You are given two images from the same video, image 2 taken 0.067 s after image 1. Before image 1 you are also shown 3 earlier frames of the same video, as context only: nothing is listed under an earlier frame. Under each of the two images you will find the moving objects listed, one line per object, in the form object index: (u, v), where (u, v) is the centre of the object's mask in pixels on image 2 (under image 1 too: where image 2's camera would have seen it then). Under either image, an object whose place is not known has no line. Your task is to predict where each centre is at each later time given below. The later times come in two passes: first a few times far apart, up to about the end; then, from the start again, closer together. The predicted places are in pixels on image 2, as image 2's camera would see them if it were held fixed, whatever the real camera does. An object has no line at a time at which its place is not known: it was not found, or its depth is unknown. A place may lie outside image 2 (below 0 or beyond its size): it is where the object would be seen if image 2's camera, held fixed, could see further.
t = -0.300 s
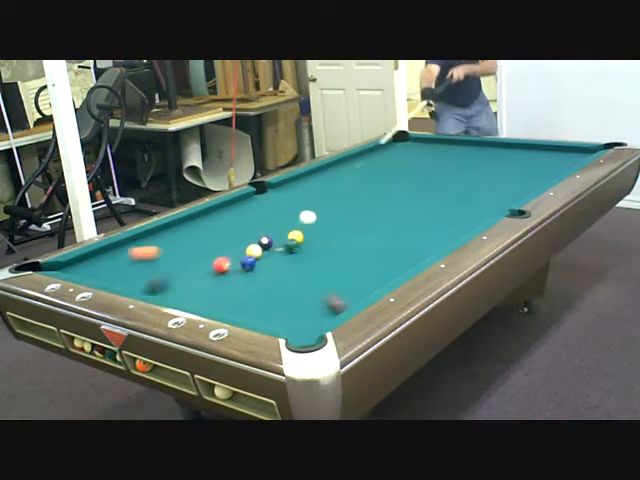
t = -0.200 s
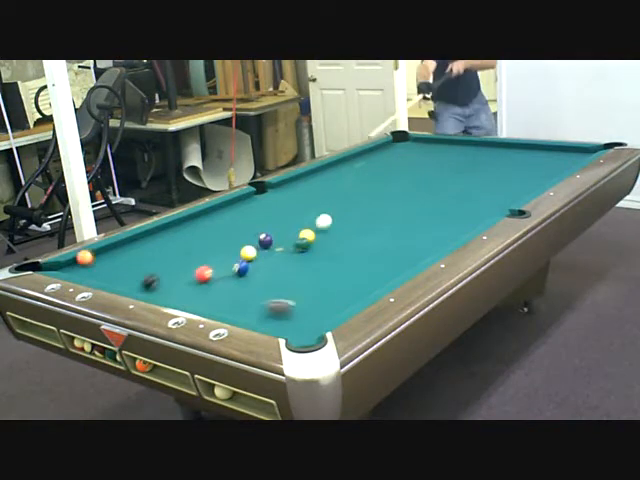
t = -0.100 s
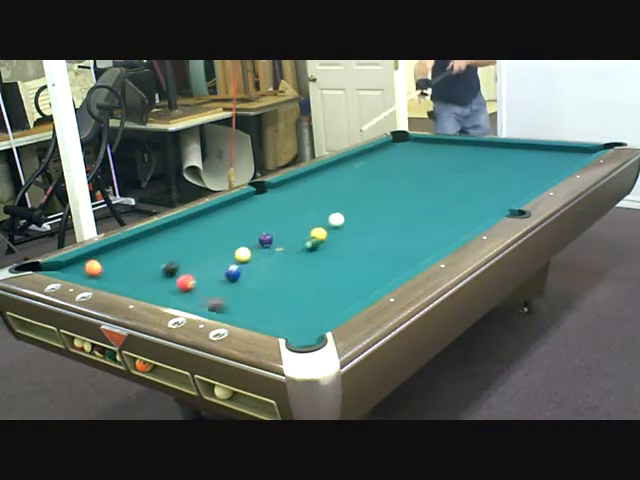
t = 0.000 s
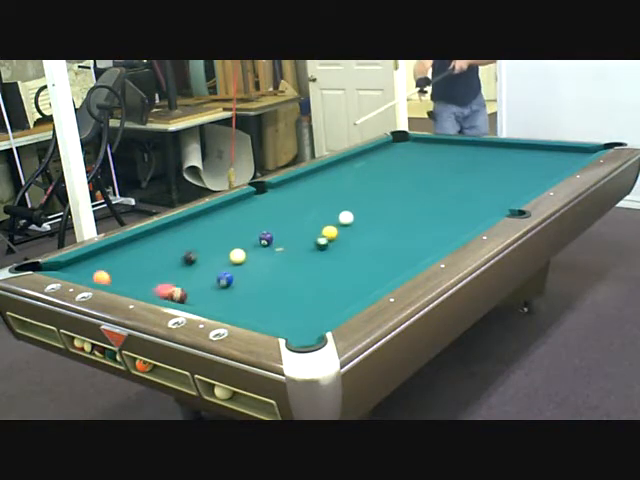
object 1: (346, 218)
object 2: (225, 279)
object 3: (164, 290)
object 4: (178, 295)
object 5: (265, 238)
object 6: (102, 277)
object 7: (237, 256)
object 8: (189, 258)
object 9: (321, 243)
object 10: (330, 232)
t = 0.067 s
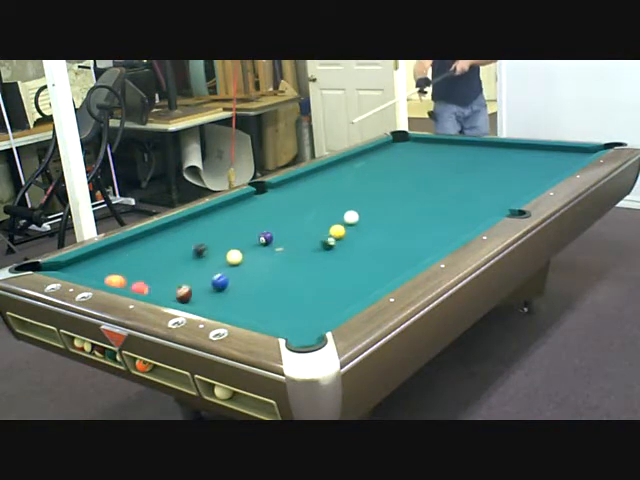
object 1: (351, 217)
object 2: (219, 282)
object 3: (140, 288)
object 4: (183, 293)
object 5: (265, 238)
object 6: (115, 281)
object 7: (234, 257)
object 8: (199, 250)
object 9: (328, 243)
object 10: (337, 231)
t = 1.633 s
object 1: (399, 225)
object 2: (300, 301)
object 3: (265, 280)
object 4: (280, 255)
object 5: (265, 228)
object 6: (184, 227)
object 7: (178, 238)
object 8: (374, 152)
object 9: (448, 231)
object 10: (474, 208)
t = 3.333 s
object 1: (410, 226)
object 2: (332, 297)
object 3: (309, 273)
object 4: (325, 247)
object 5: (264, 228)
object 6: (244, 220)
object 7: (182, 229)
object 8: (391, 163)
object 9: (463, 223)
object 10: (509, 194)
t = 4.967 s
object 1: (410, 226)
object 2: (327, 296)
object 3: (310, 274)
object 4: (325, 247)
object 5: (264, 229)
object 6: (257, 217)
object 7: (188, 229)
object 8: (360, 190)
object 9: (462, 223)
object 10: (507, 193)
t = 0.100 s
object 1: (353, 217)
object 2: (216, 284)
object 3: (139, 285)
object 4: (185, 292)
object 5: (266, 238)
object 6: (123, 281)
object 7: (232, 258)
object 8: (207, 247)
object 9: (331, 242)
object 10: (340, 231)
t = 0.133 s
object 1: (354, 217)
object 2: (214, 287)
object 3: (144, 285)
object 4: (186, 291)
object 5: (265, 237)
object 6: (126, 280)
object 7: (231, 258)
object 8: (211, 244)
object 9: (334, 242)
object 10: (344, 230)
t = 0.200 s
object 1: (357, 217)
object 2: (209, 290)
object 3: (159, 286)
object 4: (187, 287)
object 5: (265, 236)
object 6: (125, 275)
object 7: (227, 259)
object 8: (221, 236)
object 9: (340, 241)
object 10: (351, 229)
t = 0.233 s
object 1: (358, 217)
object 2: (206, 291)
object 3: (166, 287)
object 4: (188, 285)
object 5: (265, 236)
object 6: (125, 273)
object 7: (226, 259)
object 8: (227, 233)
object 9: (343, 241)
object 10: (355, 229)
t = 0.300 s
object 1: (360, 217)
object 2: (201, 296)
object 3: (175, 287)
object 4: (192, 281)
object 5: (265, 235)
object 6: (127, 269)
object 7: (223, 260)
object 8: (237, 228)
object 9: (349, 240)
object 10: (362, 228)
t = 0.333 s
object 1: (361, 217)
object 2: (198, 297)
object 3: (177, 288)
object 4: (196, 279)
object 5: (266, 235)
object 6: (128, 267)
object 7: (221, 260)
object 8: (241, 224)
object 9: (352, 240)
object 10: (365, 228)
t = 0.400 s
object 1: (363, 218)
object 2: (193, 300)
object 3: (183, 289)
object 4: (201, 275)
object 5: (265, 234)
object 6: (131, 263)
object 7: (218, 261)
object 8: (250, 219)
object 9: (358, 239)
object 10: (372, 226)
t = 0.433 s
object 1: (365, 219)
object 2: (190, 300)
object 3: (187, 289)
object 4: (204, 273)
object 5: (266, 234)
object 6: (132, 261)
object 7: (217, 261)
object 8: (255, 217)
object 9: (361, 238)
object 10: (375, 225)
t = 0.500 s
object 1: (368, 219)
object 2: (194, 300)
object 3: (193, 289)
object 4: (209, 270)
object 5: (265, 234)
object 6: (134, 258)
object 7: (215, 261)
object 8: (263, 211)
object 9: (366, 238)
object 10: (382, 224)
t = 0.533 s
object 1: (369, 220)
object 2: (197, 300)
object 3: (195, 289)
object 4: (213, 268)
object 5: (266, 234)
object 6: (135, 256)
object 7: (212, 259)
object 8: (267, 208)
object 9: (369, 238)
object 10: (385, 224)
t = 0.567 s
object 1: (370, 220)
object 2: (200, 300)
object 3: (198, 289)
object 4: (215, 268)
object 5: (266, 233)
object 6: (136, 254)
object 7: (210, 259)
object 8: (271, 206)
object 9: (372, 237)
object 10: (388, 223)
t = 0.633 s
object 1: (373, 221)
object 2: (206, 300)
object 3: (203, 289)
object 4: (220, 267)
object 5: (265, 233)
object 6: (138, 251)
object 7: (208, 258)
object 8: (278, 201)
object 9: (378, 238)
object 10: (394, 222)
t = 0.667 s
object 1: (374, 221)
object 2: (210, 300)
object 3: (206, 288)
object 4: (222, 266)
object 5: (266, 232)
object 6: (139, 249)
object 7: (207, 258)
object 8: (283, 199)
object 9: (380, 237)
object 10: (397, 221)
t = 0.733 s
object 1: (376, 221)
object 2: (217, 300)
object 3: (210, 288)
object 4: (228, 266)
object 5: (265, 232)
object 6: (141, 246)
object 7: (205, 257)
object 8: (290, 195)
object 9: (385, 237)
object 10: (403, 220)
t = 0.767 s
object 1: (377, 221)
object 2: (220, 300)
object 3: (213, 288)
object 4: (230, 265)
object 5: (265, 232)
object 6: (141, 245)
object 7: (204, 256)
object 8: (293, 193)
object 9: (388, 236)
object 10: (406, 220)
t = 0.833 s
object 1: (379, 222)
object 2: (227, 300)
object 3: (218, 288)
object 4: (234, 264)
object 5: (265, 231)
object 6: (143, 242)
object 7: (201, 254)
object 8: (301, 188)
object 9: (393, 237)
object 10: (412, 219)
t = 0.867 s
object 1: (380, 222)
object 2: (230, 300)
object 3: (220, 287)
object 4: (236, 264)
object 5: (265, 231)
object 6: (144, 240)
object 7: (200, 253)
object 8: (304, 186)
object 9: (396, 237)
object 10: (415, 218)
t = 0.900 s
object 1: (381, 222)
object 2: (234, 300)
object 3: (223, 287)
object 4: (238, 263)
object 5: (265, 231)
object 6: (145, 239)
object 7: (199, 253)
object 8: (306, 184)
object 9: (398, 236)
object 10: (418, 218)
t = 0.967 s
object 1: (383, 222)
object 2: (240, 300)
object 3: (227, 287)
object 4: (243, 262)
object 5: (265, 230)
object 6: (146, 236)
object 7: (197, 251)
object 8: (313, 180)
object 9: (403, 236)
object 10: (423, 217)
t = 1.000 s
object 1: (384, 223)
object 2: (243, 300)
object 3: (230, 286)
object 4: (245, 262)
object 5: (265, 230)
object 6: (147, 234)
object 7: (196, 250)
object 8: (316, 178)
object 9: (406, 235)
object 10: (426, 216)
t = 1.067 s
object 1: (386, 223)
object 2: (250, 300)
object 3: (234, 286)
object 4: (249, 261)
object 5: (265, 230)
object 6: (150, 233)
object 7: (194, 249)
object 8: (321, 174)
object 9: (411, 235)
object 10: (432, 215)
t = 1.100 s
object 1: (387, 223)
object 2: (253, 300)
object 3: (236, 285)
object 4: (251, 261)
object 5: (265, 230)
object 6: (152, 232)
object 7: (193, 248)
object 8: (324, 173)
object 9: (414, 234)
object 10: (434, 215)
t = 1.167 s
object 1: (389, 223)
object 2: (259, 300)
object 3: (240, 285)
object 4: (256, 260)
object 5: (265, 230)
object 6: (156, 231)
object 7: (191, 247)
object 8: (330, 169)
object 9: (418, 234)
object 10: (440, 214)
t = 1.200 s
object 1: (390, 223)
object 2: (262, 300)
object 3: (242, 284)
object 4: (258, 260)
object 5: (265, 230)
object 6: (158, 231)
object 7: (190, 246)
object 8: (332, 167)
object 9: (420, 234)
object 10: (442, 214)
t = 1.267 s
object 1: (391, 224)
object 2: (268, 300)
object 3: (246, 283)
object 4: (261, 259)
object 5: (265, 230)
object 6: (162, 231)
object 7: (188, 245)
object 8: (338, 164)
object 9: (425, 233)
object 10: (448, 213)
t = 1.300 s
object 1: (392, 224)
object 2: (272, 300)
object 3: (248, 283)
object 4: (263, 259)
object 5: (265, 229)
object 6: (164, 230)
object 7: (187, 245)
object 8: (341, 163)
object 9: (427, 233)
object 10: (450, 212)
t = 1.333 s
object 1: (393, 224)
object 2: (274, 301)
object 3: (250, 283)
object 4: (265, 258)
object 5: (265, 229)
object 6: (166, 230)
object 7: (186, 244)
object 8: (343, 162)
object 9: (429, 233)
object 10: (453, 212)
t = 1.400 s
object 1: (395, 224)
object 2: (280, 300)
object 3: (253, 282)
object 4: (268, 258)
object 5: (265, 229)
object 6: (170, 229)
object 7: (184, 242)
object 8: (348, 159)
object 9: (434, 232)
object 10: (458, 211)
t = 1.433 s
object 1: (395, 224)
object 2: (283, 301)
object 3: (255, 282)
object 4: (271, 257)
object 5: (265, 229)
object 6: (172, 229)
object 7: (183, 242)
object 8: (351, 158)
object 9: (435, 232)
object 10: (460, 211)
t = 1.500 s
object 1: (397, 224)
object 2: (289, 301)
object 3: (259, 281)
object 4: (273, 257)
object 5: (265, 228)
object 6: (175, 228)
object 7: (181, 240)
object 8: (359, 156)
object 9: (440, 232)
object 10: (465, 210)
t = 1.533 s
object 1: (397, 224)
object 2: (292, 301)
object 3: (260, 281)
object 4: (276, 256)
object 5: (265, 228)
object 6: (177, 228)
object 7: (180, 240)
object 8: (362, 155)
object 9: (442, 232)
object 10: (467, 209)
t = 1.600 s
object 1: (399, 225)
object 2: (298, 301)
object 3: (264, 280)
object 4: (279, 255)
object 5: (265, 229)
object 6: (182, 227)
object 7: (179, 239)
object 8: (370, 153)
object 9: (446, 231)
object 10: (472, 209)
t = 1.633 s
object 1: (399, 225)
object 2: (300, 301)
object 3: (265, 280)
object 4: (280, 255)
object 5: (265, 228)
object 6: (184, 227)
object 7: (178, 238)
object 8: (374, 152)
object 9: (448, 231)
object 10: (474, 208)
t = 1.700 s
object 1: (401, 225)
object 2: (306, 300)
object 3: (269, 280)
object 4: (283, 254)
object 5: (264, 228)
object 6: (187, 227)
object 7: (175, 237)
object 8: (380, 149)
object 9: (452, 230)
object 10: (479, 208)
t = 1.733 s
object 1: (401, 225)
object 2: (309, 300)
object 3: (270, 279)
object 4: (284, 254)
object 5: (264, 228)
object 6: (189, 227)
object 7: (175, 237)
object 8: (384, 148)
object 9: (453, 231)
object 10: (481, 207)
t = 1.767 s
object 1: (401, 225)
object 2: (311, 301)
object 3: (272, 279)
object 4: (286, 254)
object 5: (264, 228)
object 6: (190, 227)
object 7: (174, 236)
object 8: (387, 147)
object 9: (456, 230)
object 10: (483, 207)
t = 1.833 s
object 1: (403, 225)
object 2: (317, 301)
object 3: (274, 278)
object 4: (289, 254)
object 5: (264, 228)
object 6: (194, 226)
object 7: (173, 235)
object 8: (394, 145)
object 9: (459, 230)
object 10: (487, 206)
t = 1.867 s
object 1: (403, 225)
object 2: (319, 301)
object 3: (276, 278)
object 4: (290, 254)
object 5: (264, 228)
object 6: (195, 226)
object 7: (172, 235)
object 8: (397, 144)
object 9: (461, 230)
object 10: (489, 205)
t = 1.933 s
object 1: (404, 226)
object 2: (325, 301)
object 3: (278, 278)
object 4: (293, 253)
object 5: (264, 229)
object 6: (198, 226)
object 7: (170, 234)
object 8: (403, 141)
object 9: (464, 229)
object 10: (494, 205)
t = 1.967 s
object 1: (404, 226)
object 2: (327, 302)
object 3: (280, 277)
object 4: (294, 253)
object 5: (264, 229)
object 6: (200, 226)
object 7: (169, 233)
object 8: (407, 140)
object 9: (466, 228)
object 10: (496, 204)
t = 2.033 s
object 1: (405, 226)
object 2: (332, 302)
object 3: (282, 277)
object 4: (297, 253)
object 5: (264, 228)
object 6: (203, 225)
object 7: (168, 233)
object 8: (414, 140)
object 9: (469, 227)
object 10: (500, 204)
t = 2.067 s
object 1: (406, 226)
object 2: (335, 302)
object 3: (283, 277)
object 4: (298, 252)
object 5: (264, 229)
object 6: (204, 225)
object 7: (167, 232)
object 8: (414, 139)
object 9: (470, 226)
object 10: (501, 203)
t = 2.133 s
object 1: (407, 226)
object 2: (340, 302)
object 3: (286, 277)
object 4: (301, 252)
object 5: (264, 228)
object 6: (207, 224)
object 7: (166, 231)
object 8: (414, 140)
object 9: (471, 226)
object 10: (505, 203)
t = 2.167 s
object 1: (407, 226)
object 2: (342, 302)
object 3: (287, 276)
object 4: (302, 251)
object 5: (264, 228)
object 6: (209, 224)
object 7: (165, 231)
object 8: (412, 141)
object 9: (471, 226)
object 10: (507, 202)
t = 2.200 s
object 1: (408, 226)
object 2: (344, 301)
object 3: (288, 276)
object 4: (303, 251)
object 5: (264, 228)
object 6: (210, 224)
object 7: (164, 230)
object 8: (412, 142)
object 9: (471, 226)
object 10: (509, 202)
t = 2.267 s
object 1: (408, 226)
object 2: (348, 301)
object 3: (290, 276)
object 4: (304, 251)
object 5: (264, 228)
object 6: (213, 224)
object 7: (163, 229)
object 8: (411, 142)
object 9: (470, 227)
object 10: (512, 200)
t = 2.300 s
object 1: (408, 226)
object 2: (350, 300)
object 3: (292, 276)
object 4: (306, 251)
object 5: (264, 228)
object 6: (214, 224)
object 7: (162, 229)
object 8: (410, 143)
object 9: (470, 226)
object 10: (513, 200)
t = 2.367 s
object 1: (409, 226)
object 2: (352, 299)
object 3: (293, 275)
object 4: (308, 250)
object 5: (264, 228)
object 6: (217, 223)
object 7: (161, 228)
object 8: (409, 145)
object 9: (469, 226)
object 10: (513, 199)
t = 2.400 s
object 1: (409, 226)
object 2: (352, 299)
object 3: (295, 275)
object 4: (309, 250)
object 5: (264, 229)
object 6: (218, 223)
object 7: (160, 228)
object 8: (409, 146)
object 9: (469, 226)
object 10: (513, 199)
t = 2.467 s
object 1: (410, 226)
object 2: (351, 299)
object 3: (296, 275)
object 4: (311, 250)
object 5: (264, 228)
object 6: (220, 223)
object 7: (162, 228)
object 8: (407, 147)
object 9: (468, 225)
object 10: (513, 199)
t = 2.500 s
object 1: (410, 226)
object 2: (350, 299)
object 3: (297, 275)
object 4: (312, 249)
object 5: (264, 228)
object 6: (222, 223)
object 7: (163, 228)
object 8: (407, 147)
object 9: (468, 225)
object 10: (512, 199)
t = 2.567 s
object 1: (410, 226)
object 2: (349, 299)
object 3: (299, 275)
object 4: (313, 250)
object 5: (264, 228)
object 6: (224, 223)
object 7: (165, 228)
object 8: (406, 148)
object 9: (467, 224)
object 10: (512, 199)
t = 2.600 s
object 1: (410, 226)
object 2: (348, 299)
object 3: (300, 275)
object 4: (314, 249)
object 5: (264, 228)
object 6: (225, 222)
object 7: (166, 228)
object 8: (405, 149)
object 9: (467, 225)
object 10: (512, 198)
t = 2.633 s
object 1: (410, 226)
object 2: (348, 299)
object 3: (301, 274)
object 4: (314, 249)
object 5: (264, 228)
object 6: (226, 222)
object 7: (167, 228)
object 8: (405, 149)
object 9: (466, 224)
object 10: (512, 198)
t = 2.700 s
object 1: (411, 226)
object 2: (347, 298)
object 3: (302, 274)
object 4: (316, 249)
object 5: (264, 229)
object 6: (228, 222)
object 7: (169, 228)
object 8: (403, 151)
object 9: (466, 224)
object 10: (511, 198)
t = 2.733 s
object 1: (410, 226)
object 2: (346, 297)
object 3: (302, 274)
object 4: (317, 249)
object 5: (264, 228)
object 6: (229, 222)
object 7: (170, 228)
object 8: (403, 152)
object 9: (466, 224)
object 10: (511, 198)
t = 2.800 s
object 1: (411, 226)
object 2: (345, 297)
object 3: (304, 274)
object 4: (318, 249)
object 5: (264, 228)
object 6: (231, 222)
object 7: (171, 228)
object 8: (401, 153)
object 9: (465, 224)
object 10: (511, 197)
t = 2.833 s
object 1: (410, 226)
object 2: (344, 297)
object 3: (304, 274)
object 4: (318, 248)
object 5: (264, 228)
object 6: (232, 222)
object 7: (172, 228)
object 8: (401, 153)
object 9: (465, 224)
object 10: (511, 197)
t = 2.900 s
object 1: (411, 226)
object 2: (342, 297)
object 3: (305, 274)
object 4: (320, 248)
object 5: (264, 228)
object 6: (234, 221)
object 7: (174, 228)
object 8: (400, 154)
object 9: (465, 223)
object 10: (511, 197)
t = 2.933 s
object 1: (411, 226)
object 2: (341, 297)
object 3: (306, 274)
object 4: (320, 248)
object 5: (264, 228)
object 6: (235, 221)
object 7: (175, 228)
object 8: (399, 155)
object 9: (464, 223)
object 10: (510, 197)
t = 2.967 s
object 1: (410, 226)
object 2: (340, 297)
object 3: (306, 274)
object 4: (321, 248)
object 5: (264, 228)
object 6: (236, 221)
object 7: (175, 228)
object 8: (398, 156)
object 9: (464, 223)
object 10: (510, 197)
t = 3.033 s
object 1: (410, 226)
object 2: (338, 297)
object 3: (307, 274)
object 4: (322, 248)
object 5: (264, 228)
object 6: (237, 221)
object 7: (177, 228)
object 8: (397, 157)
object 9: (464, 223)
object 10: (510, 196)
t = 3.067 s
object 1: (410, 226)
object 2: (337, 297)
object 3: (307, 274)
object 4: (322, 248)
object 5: (264, 228)
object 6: (238, 221)
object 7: (177, 228)
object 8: (396, 158)
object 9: (464, 223)
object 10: (510, 196)
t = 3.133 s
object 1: (411, 226)
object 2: (336, 297)
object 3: (308, 273)
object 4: (323, 248)
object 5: (264, 228)
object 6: (240, 221)
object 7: (179, 228)
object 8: (395, 159)
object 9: (464, 223)
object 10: (510, 195)
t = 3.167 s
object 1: (410, 226)
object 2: (335, 297)
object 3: (308, 274)
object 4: (323, 248)
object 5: (264, 228)
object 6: (240, 220)
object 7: (179, 228)
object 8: (394, 160)
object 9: (463, 223)
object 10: (510, 195)
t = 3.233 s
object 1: (410, 226)
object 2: (334, 297)
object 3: (309, 273)
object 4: (324, 248)
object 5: (264, 228)
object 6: (242, 220)
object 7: (180, 228)
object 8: (393, 160)
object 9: (463, 223)
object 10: (509, 195)
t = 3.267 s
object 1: (410, 226)
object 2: (333, 297)
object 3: (309, 273)
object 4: (324, 248)
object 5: (264, 228)
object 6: (243, 220)
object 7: (181, 229)
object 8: (392, 161)
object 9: (463, 223)
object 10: (509, 195)
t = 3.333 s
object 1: (410, 226)
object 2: (332, 297)
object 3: (309, 273)
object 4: (325, 247)
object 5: (264, 228)
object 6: (244, 220)
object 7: (182, 229)
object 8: (391, 163)
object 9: (463, 223)
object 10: (509, 194)
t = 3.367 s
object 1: (410, 226)
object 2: (331, 296)
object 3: (309, 273)
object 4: (325, 247)
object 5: (264, 228)
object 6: (244, 220)
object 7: (182, 228)
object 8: (390, 163)
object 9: (463, 223)
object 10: (509, 194)
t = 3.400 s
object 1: (410, 226)
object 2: (331, 296)
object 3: (309, 273)
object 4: (325, 247)
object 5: (264, 228)
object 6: (245, 220)
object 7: (183, 228)
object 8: (390, 163)
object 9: (463, 223)
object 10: (509, 194)
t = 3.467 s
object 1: (410, 226)
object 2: (330, 297)
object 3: (310, 273)
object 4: (326, 247)
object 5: (264, 228)
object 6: (246, 220)
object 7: (184, 229)
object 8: (389, 165)
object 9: (463, 223)
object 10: (508, 194)
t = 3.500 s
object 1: (410, 226)
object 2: (329, 296)
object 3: (310, 273)
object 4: (326, 247)
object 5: (264, 228)
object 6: (246, 220)
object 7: (184, 229)
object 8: (388, 166)
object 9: (462, 223)
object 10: (508, 193)
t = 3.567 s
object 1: (410, 226)
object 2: (329, 296)
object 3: (310, 273)
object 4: (326, 247)
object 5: (264, 228)
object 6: (247, 220)
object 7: (185, 229)
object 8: (386, 167)
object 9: (462, 223)
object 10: (508, 193)
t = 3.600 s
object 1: (410, 226)
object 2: (328, 296)
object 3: (310, 273)
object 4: (325, 247)
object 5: (264, 228)
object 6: (247, 220)
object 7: (185, 229)
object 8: (386, 168)
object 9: (462, 222)
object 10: (508, 193)
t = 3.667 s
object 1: (410, 226)
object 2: (328, 296)
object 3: (310, 273)
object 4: (326, 248)
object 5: (264, 228)
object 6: (248, 219)
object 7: (186, 229)
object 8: (384, 168)
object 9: (462, 223)
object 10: (508, 193)
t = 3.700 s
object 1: (410, 226)
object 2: (328, 296)
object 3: (310, 273)
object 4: (326, 247)
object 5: (264, 228)
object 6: (249, 219)
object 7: (186, 229)
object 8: (384, 169)
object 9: (462, 223)
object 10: (508, 193)
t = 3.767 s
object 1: (410, 226)
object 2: (327, 296)
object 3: (310, 273)
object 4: (326, 247)
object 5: (264, 228)
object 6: (249, 219)
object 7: (186, 229)
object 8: (383, 170)
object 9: (462, 223)
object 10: (508, 193)
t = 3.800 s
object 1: (410, 226)
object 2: (327, 296)
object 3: (310, 273)
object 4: (325, 247)
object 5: (264, 228)
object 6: (250, 219)
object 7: (187, 229)
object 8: (382, 170)
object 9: (462, 223)
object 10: (508, 193)
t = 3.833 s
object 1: (410, 226)
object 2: (327, 296)
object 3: (310, 273)
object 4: (325, 247)
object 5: (264, 228)
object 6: (250, 219)
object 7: (187, 229)
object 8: (382, 171)
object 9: (462, 223)
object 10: (508, 193)
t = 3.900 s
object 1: (410, 226)
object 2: (327, 296)
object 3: (310, 273)
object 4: (326, 247)
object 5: (264, 228)
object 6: (251, 219)
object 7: (187, 229)
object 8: (380, 173)
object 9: (462, 223)
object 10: (508, 193)
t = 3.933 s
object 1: (410, 226)
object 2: (327, 296)
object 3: (310, 273)
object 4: (325, 247)
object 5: (264, 228)
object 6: (251, 219)
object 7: (187, 229)
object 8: (379, 173)
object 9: (462, 222)
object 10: (507, 193)
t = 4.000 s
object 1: (410, 226)
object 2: (327, 296)
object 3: (310, 273)
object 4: (325, 248)
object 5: (264, 228)
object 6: (252, 219)
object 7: (187, 229)
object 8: (378, 174)
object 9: (462, 223)
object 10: (507, 193)
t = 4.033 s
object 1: (410, 226)
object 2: (327, 296)
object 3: (310, 273)
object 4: (326, 247)
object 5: (264, 228)
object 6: (252, 219)
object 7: (188, 229)
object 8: (378, 175)
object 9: (462, 222)
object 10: (507, 192)
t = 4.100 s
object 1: (410, 226)
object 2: (327, 296)
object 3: (310, 273)
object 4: (326, 247)
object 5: (264, 228)
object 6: (253, 218)
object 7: (188, 229)
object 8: (376, 176)
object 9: (462, 222)
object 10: (507, 192)
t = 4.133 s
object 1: (410, 226)
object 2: (327, 296)
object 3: (310, 273)
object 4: (325, 247)
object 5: (264, 228)
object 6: (253, 218)
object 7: (188, 229)
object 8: (375, 177)
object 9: (462, 223)
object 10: (507, 192)
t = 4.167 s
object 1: (410, 226)
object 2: (327, 296)
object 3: (310, 273)
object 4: (326, 247)
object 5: (264, 228)
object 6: (253, 218)
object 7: (188, 229)
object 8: (374, 177)
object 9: (462, 222)
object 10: (507, 192)
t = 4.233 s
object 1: (410, 226)
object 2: (327, 296)
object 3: (310, 273)
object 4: (325, 247)
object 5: (264, 228)
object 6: (254, 218)
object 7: (188, 229)
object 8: (373, 179)
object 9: (462, 222)
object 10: (507, 192)
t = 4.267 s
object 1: (410, 226)
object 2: (327, 296)
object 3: (310, 274)
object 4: (325, 247)
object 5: (264, 228)
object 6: (254, 218)
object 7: (188, 229)
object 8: (373, 179)
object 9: (462, 222)
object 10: (507, 192)
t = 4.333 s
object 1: (410, 226)
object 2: (327, 296)
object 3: (310, 274)
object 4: (325, 247)
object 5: (264, 229)
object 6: (255, 218)
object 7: (188, 229)
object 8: (372, 180)
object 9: (462, 222)
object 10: (507, 192)
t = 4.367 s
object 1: (410, 226)
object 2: (327, 296)
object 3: (310, 274)
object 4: (325, 247)
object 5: (264, 228)
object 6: (255, 218)
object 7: (188, 229)
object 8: (371, 181)
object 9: (462, 223)
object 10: (507, 192)
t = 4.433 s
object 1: (410, 226)
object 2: (327, 296)
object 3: (310, 274)
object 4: (325, 247)
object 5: (264, 229)
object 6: (255, 217)
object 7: (188, 229)
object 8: (370, 182)
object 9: (462, 223)
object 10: (507, 192)
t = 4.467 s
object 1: (410, 226)
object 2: (327, 296)
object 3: (310, 274)
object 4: (325, 247)
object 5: (264, 229)
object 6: (255, 217)
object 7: (188, 229)
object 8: (369, 182)
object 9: (462, 223)
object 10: (507, 192)
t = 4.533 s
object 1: (410, 226)
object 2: (327, 296)
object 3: (310, 273)
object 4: (325, 247)
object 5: (264, 229)
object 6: (256, 217)
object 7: (188, 229)
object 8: (368, 184)
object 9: (462, 223)
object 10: (507, 192)
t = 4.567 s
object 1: (410, 226)
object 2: (327, 296)
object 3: (310, 273)
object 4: (325, 247)
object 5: (264, 229)
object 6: (256, 217)
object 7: (188, 229)
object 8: (368, 184)
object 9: (462, 222)
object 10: (507, 192)
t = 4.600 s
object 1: (410, 226)
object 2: (327, 296)
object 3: (310, 273)
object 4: (325, 247)
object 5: (264, 229)
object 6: (256, 217)
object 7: (188, 229)
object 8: (367, 185)
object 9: (462, 223)
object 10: (507, 192)
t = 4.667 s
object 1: (410, 226)
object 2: (327, 296)
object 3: (310, 274)
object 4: (325, 247)
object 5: (264, 229)
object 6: (256, 217)
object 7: (188, 229)
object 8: (365, 186)
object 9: (462, 223)
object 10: (507, 193)
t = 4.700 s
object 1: (410, 226)
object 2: (327, 296)
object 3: (310, 274)
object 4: (325, 247)
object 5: (264, 229)
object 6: (256, 217)
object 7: (188, 229)
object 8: (365, 186)
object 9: (462, 223)
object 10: (507, 193)
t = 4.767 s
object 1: (410, 226)
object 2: (327, 296)
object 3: (310, 274)
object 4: (325, 247)
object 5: (264, 229)
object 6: (257, 217)
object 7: (188, 229)
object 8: (364, 187)
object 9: (462, 223)
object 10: (507, 193)
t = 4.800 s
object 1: (410, 226)
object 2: (327, 296)
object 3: (310, 274)
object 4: (325, 247)
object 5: (264, 229)
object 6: (257, 217)
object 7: (188, 229)
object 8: (363, 188)
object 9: (462, 223)
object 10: (507, 193)
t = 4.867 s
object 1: (410, 226)
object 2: (327, 296)
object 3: (310, 274)
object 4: (325, 247)
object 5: (264, 229)
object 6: (257, 217)
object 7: (188, 229)
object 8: (362, 189)
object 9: (462, 223)
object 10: (507, 193)
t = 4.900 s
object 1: (410, 226)
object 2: (327, 296)
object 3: (310, 274)
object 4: (326, 247)
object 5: (264, 229)
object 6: (257, 217)
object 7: (188, 229)
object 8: (361, 189)
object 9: (462, 223)
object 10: (507, 193)
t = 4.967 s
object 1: (410, 226)
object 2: (327, 296)
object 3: (310, 274)
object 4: (325, 247)
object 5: (264, 229)
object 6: (257, 217)
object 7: (188, 229)
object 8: (360, 190)
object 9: (462, 223)
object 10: (507, 193)
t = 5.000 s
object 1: (410, 226)
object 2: (327, 296)
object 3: (310, 274)
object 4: (325, 247)
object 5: (264, 229)
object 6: (257, 217)
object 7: (188, 229)
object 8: (360, 191)
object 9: (462, 223)
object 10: (507, 192)
